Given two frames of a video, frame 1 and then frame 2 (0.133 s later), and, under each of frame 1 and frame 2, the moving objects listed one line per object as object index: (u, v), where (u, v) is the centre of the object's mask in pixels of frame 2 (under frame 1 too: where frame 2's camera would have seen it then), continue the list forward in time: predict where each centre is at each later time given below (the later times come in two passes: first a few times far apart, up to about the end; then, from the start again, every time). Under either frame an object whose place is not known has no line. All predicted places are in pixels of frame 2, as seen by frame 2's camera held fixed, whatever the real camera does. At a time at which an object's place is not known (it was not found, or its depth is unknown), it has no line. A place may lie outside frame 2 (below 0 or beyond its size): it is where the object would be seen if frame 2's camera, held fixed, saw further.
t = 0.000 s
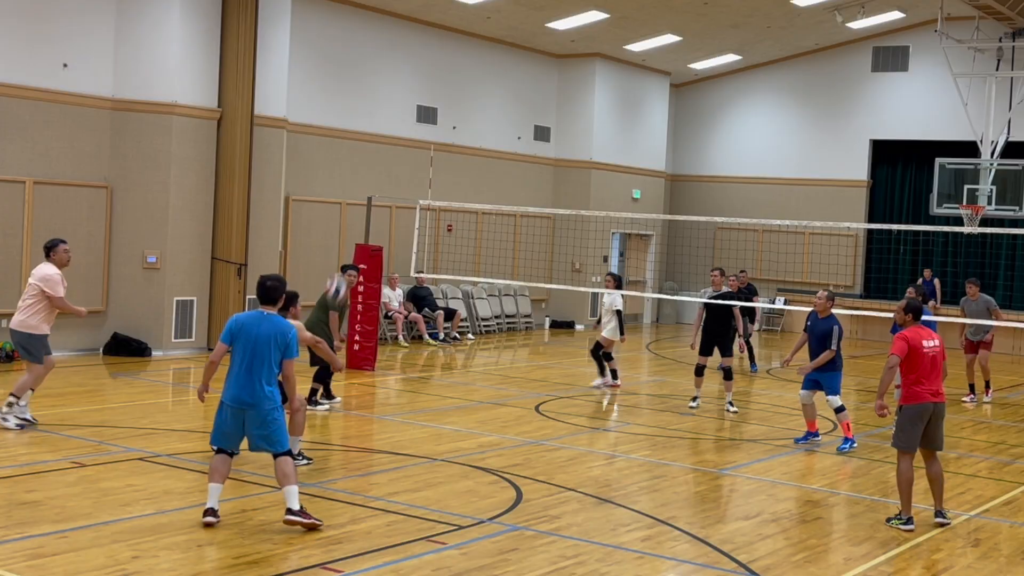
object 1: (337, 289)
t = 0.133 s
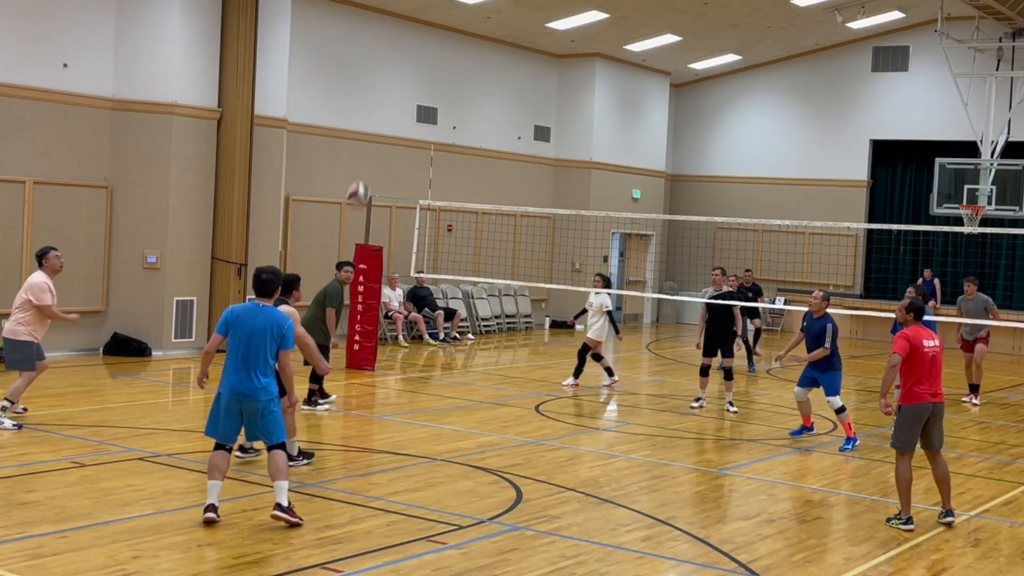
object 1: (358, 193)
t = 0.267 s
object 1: (376, 126)
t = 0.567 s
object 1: (406, 49)
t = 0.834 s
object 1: (426, 56)
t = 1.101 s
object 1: (440, 122)
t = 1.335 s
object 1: (449, 216)
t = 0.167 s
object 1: (363, 175)
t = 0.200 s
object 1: (367, 158)
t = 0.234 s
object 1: (372, 142)
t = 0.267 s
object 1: (376, 126)
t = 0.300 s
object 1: (380, 113)
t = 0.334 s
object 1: (384, 101)
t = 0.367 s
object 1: (388, 89)
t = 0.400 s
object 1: (391, 79)
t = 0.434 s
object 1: (394, 71)
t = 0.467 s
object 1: (397, 64)
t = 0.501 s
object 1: (401, 58)
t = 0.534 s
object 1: (404, 53)
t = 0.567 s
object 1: (406, 49)
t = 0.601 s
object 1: (410, 47)
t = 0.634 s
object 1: (412, 45)
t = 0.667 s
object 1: (415, 44)
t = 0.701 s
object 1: (417, 45)
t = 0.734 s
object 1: (419, 46)
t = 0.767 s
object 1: (422, 49)
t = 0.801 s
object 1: (424, 52)
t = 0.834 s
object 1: (426, 56)
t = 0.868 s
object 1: (428, 62)
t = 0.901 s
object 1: (430, 67)
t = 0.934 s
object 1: (432, 75)
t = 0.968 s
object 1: (433, 82)
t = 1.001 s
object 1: (435, 90)
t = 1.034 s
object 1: (437, 100)
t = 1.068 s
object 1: (439, 111)
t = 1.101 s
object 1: (440, 122)
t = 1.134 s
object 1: (442, 133)
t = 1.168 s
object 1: (444, 145)
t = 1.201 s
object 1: (444, 159)
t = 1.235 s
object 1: (446, 171)
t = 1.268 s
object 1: (447, 186)
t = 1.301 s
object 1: (448, 200)
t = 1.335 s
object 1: (449, 216)
